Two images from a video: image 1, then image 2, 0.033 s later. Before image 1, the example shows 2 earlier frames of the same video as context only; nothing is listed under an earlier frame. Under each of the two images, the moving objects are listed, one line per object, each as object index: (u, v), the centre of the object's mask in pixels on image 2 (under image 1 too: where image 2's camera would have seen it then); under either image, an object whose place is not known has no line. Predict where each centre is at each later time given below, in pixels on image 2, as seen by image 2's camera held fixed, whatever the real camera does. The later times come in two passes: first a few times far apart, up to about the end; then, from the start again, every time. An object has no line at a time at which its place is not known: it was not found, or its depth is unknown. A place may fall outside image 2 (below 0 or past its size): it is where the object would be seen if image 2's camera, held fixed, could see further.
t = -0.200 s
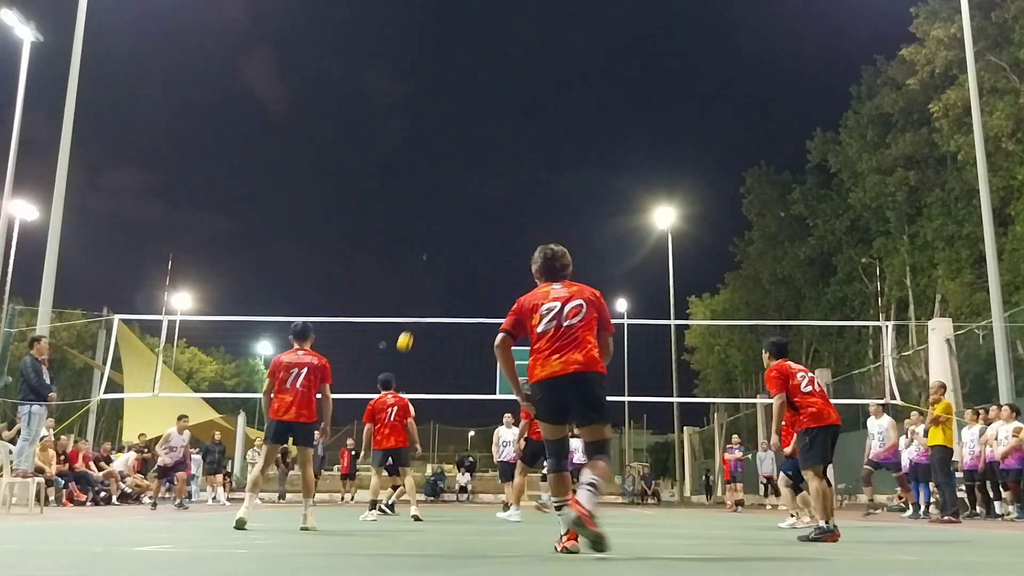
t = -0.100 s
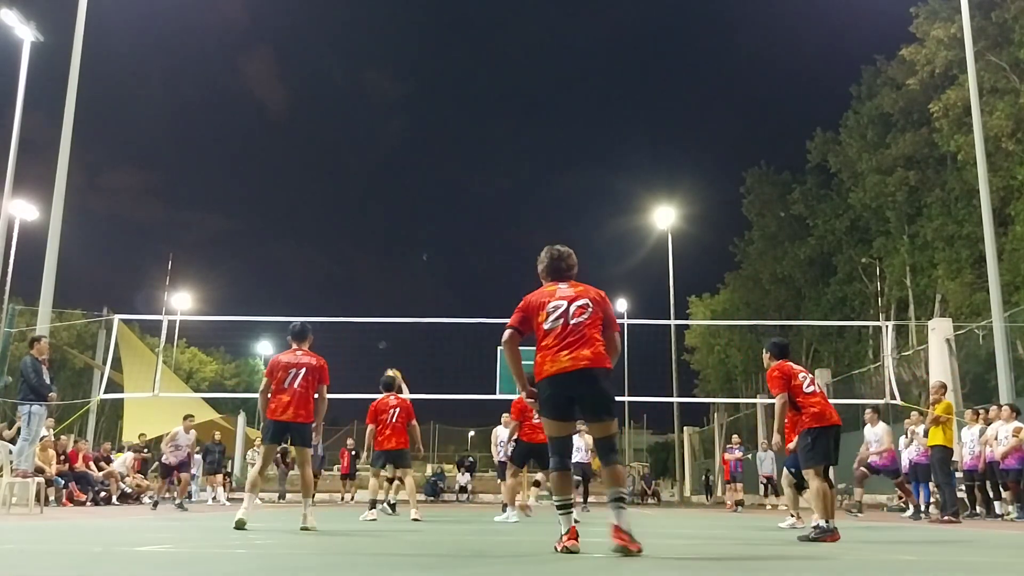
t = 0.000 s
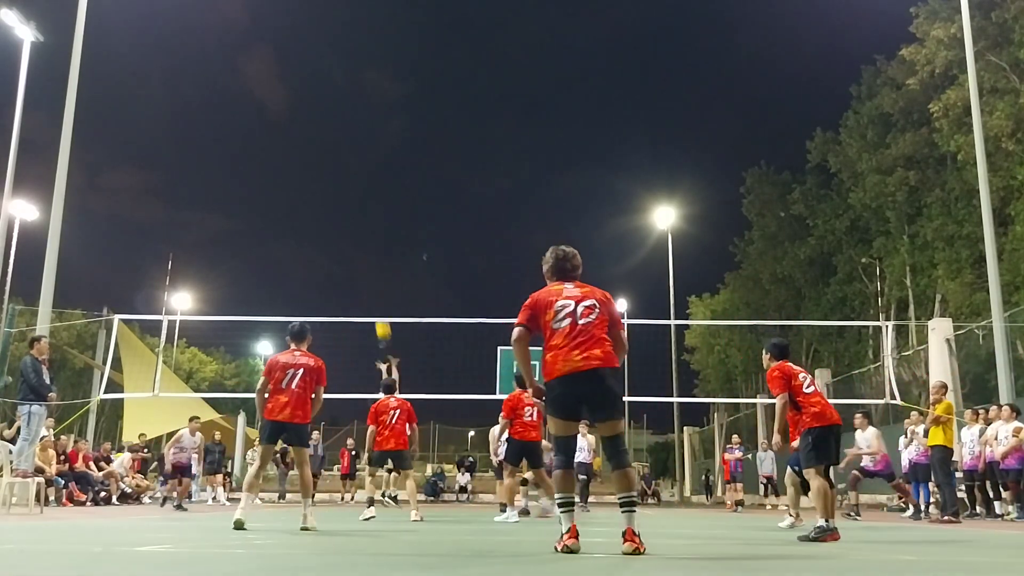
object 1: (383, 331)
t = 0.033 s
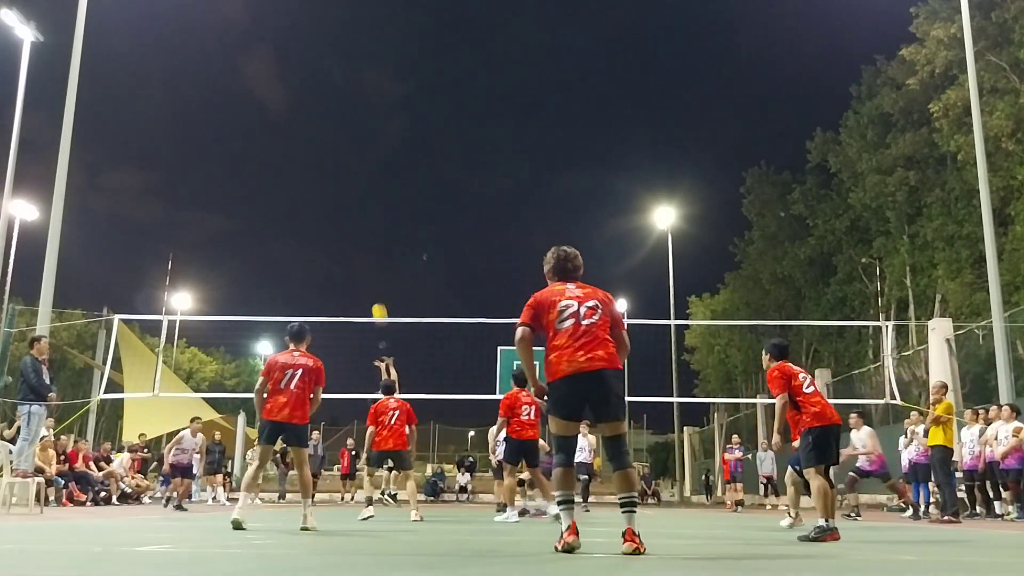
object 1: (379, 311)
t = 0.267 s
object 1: (359, 228)
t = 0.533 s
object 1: (334, 176)
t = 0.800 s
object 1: (308, 168)
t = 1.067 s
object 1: (279, 207)
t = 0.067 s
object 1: (377, 300)
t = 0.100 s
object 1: (374, 286)
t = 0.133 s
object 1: (371, 273)
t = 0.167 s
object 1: (368, 261)
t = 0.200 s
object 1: (365, 249)
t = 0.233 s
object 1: (362, 238)
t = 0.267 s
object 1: (359, 228)
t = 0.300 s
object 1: (356, 220)
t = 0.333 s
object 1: (353, 211)
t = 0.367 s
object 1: (350, 203)
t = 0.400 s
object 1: (347, 197)
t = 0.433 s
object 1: (344, 190)
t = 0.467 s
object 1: (340, 185)
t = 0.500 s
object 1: (337, 180)
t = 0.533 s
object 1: (334, 176)
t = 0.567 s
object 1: (331, 173)
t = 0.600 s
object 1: (328, 170)
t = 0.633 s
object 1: (325, 168)
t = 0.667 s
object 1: (321, 167)
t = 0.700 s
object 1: (318, 166)
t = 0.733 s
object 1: (315, 166)
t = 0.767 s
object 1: (311, 167)
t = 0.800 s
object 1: (308, 168)
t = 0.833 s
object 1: (304, 171)
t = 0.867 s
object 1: (301, 174)
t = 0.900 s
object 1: (297, 177)
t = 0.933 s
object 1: (294, 182)
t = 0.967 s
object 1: (290, 187)
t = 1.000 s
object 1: (286, 193)
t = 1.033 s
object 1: (283, 199)
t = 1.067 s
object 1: (279, 207)
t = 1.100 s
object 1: (275, 215)
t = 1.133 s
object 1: (271, 224)
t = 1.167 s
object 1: (267, 234)
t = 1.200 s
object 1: (264, 244)
